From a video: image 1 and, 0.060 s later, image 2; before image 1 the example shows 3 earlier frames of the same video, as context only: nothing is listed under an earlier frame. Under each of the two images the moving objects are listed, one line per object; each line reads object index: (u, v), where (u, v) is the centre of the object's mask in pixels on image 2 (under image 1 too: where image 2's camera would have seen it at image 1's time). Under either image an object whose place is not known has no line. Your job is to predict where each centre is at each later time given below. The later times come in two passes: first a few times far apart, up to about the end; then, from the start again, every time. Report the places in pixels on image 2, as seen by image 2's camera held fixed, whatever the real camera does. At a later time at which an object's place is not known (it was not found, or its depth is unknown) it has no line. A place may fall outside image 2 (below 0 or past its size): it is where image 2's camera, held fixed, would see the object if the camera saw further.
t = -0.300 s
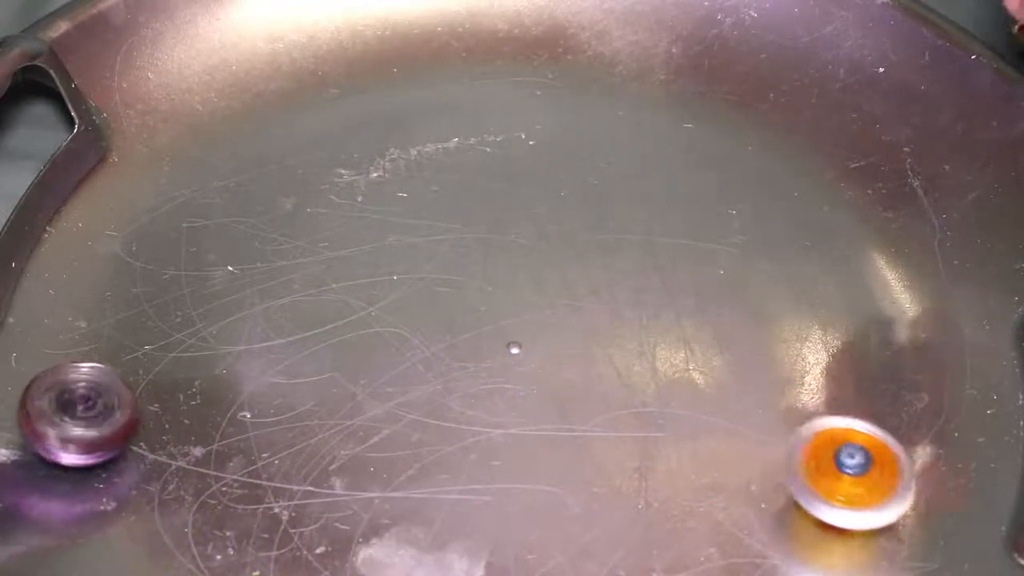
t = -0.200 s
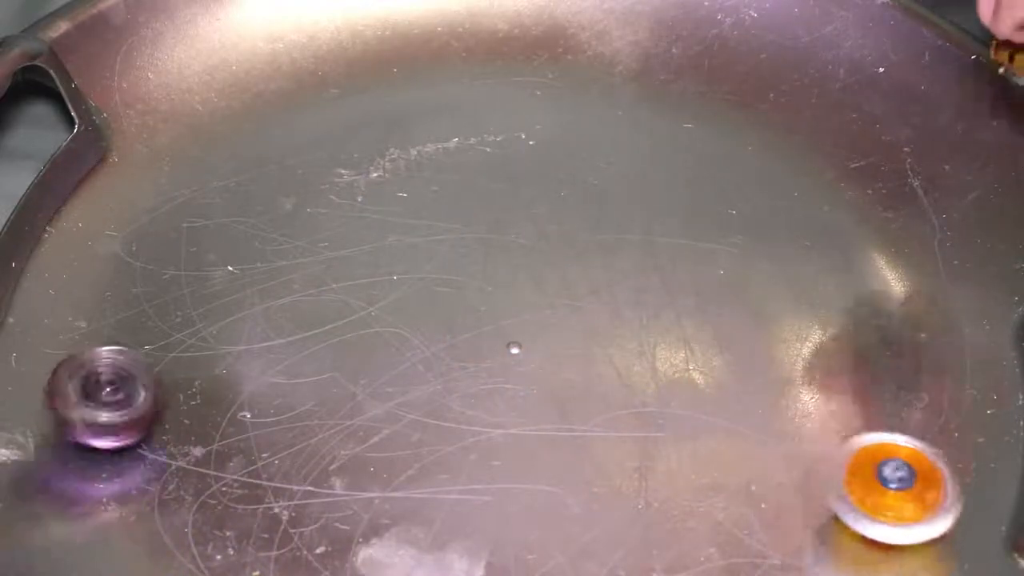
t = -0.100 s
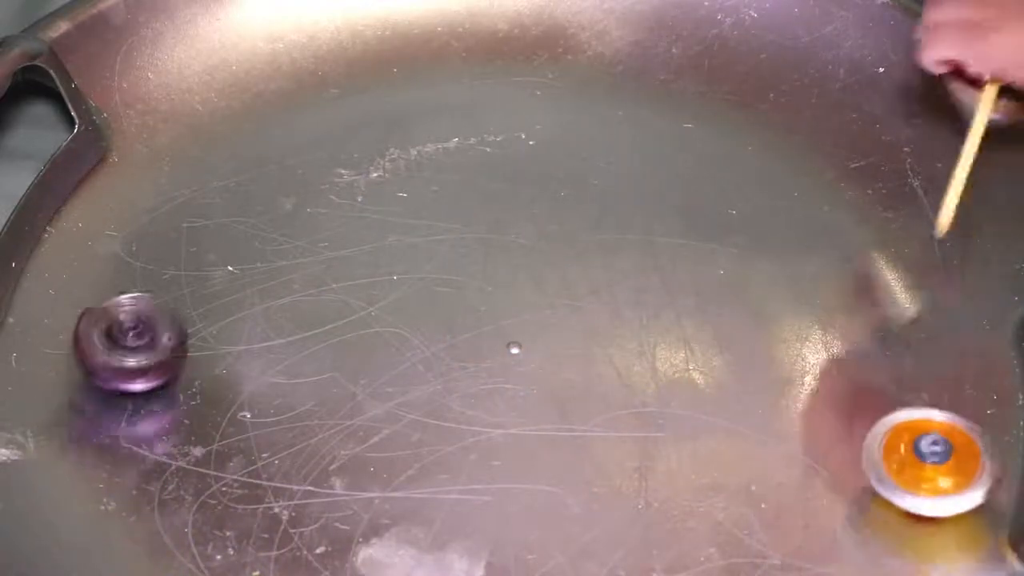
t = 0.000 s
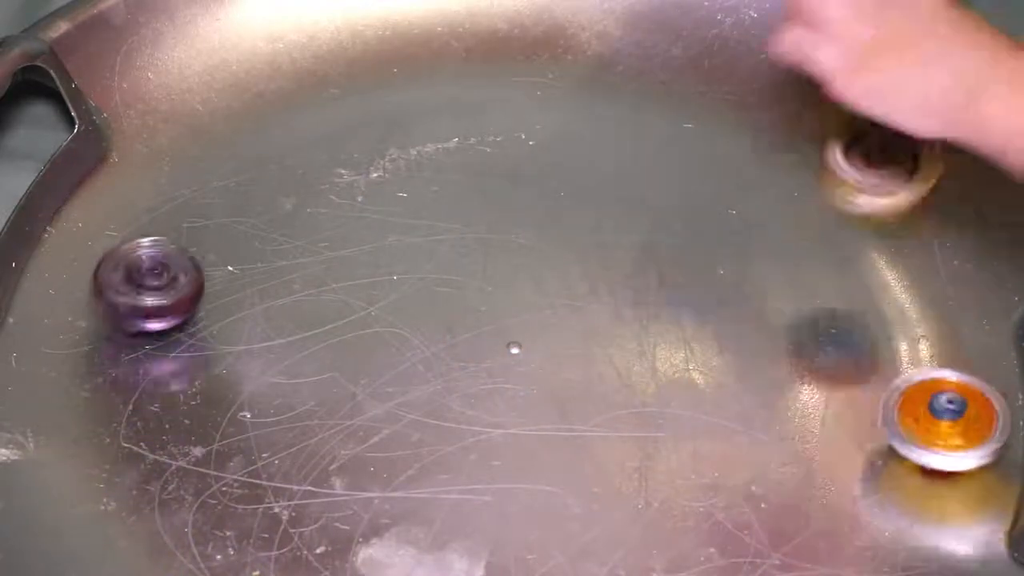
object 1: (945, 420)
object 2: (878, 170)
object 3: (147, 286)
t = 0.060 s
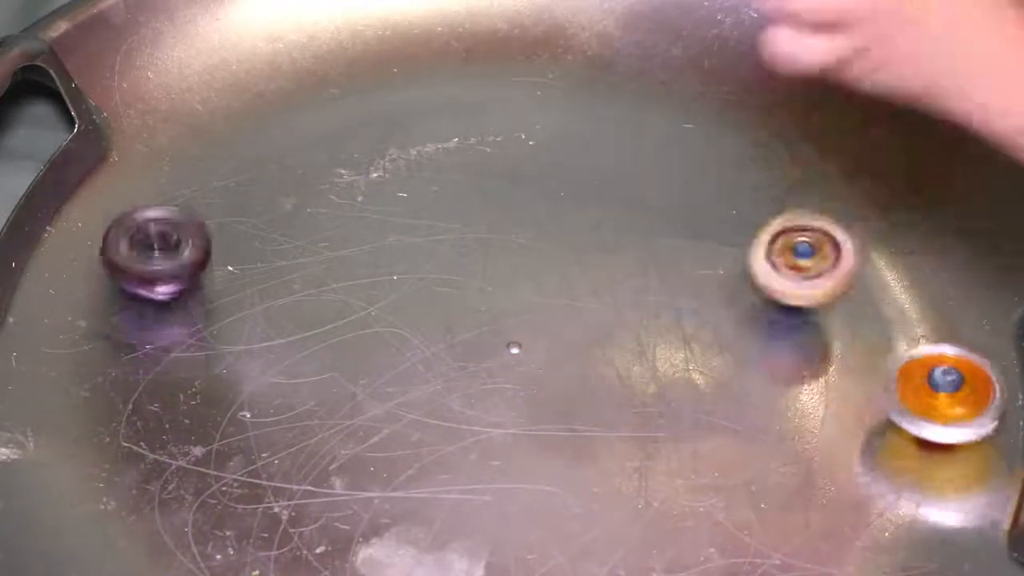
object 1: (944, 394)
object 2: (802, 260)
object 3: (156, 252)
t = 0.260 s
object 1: (880, 366)
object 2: (702, 356)
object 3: (163, 160)
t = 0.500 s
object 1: (790, 405)
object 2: (683, 539)
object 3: (194, 162)
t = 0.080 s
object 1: (941, 385)
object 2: (788, 265)
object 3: (157, 241)
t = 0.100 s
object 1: (937, 378)
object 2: (774, 274)
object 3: (157, 231)
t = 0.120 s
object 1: (930, 372)
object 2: (755, 291)
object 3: (162, 218)
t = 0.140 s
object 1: (926, 367)
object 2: (742, 298)
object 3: (164, 207)
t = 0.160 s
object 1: (914, 362)
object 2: (729, 307)
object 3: (165, 198)
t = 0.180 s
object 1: (909, 362)
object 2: (718, 314)
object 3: (165, 187)
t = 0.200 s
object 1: (903, 363)
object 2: (711, 323)
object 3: (164, 178)
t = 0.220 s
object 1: (897, 364)
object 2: (705, 332)
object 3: (164, 171)
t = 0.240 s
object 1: (890, 365)
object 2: (703, 343)
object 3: (163, 163)
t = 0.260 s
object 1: (880, 366)
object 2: (702, 356)
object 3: (163, 160)
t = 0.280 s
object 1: (873, 369)
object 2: (701, 369)
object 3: (160, 155)
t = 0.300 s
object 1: (866, 371)
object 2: (700, 384)
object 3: (158, 155)
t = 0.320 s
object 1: (859, 373)
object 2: (699, 400)
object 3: (157, 155)
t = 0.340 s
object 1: (852, 376)
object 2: (698, 417)
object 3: (157, 155)
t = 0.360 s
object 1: (844, 379)
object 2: (696, 434)
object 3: (158, 157)
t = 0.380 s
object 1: (837, 382)
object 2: (694, 450)
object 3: (159, 158)
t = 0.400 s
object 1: (829, 386)
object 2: (693, 466)
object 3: (162, 161)
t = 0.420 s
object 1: (820, 390)
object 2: (691, 483)
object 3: (165, 161)
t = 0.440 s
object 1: (813, 394)
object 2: (689, 501)
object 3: (170, 162)
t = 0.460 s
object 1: (806, 397)
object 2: (688, 518)
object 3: (177, 162)
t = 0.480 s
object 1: (796, 401)
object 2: (686, 531)
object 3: (185, 162)
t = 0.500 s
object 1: (790, 405)
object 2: (683, 539)
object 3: (194, 162)
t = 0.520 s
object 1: (784, 409)
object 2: (682, 547)
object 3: (201, 161)
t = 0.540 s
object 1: (778, 414)
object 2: (677, 555)
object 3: (214, 159)
